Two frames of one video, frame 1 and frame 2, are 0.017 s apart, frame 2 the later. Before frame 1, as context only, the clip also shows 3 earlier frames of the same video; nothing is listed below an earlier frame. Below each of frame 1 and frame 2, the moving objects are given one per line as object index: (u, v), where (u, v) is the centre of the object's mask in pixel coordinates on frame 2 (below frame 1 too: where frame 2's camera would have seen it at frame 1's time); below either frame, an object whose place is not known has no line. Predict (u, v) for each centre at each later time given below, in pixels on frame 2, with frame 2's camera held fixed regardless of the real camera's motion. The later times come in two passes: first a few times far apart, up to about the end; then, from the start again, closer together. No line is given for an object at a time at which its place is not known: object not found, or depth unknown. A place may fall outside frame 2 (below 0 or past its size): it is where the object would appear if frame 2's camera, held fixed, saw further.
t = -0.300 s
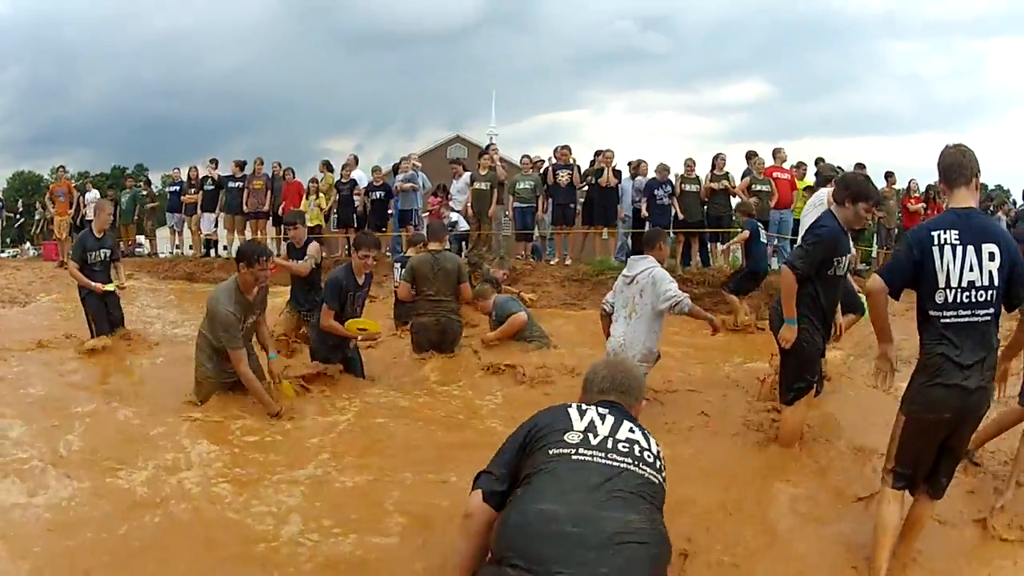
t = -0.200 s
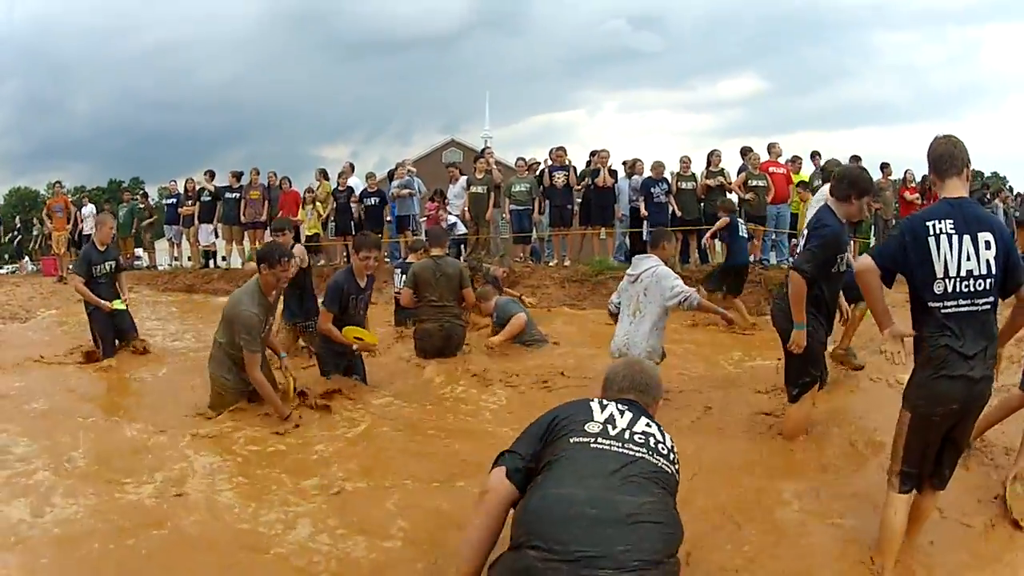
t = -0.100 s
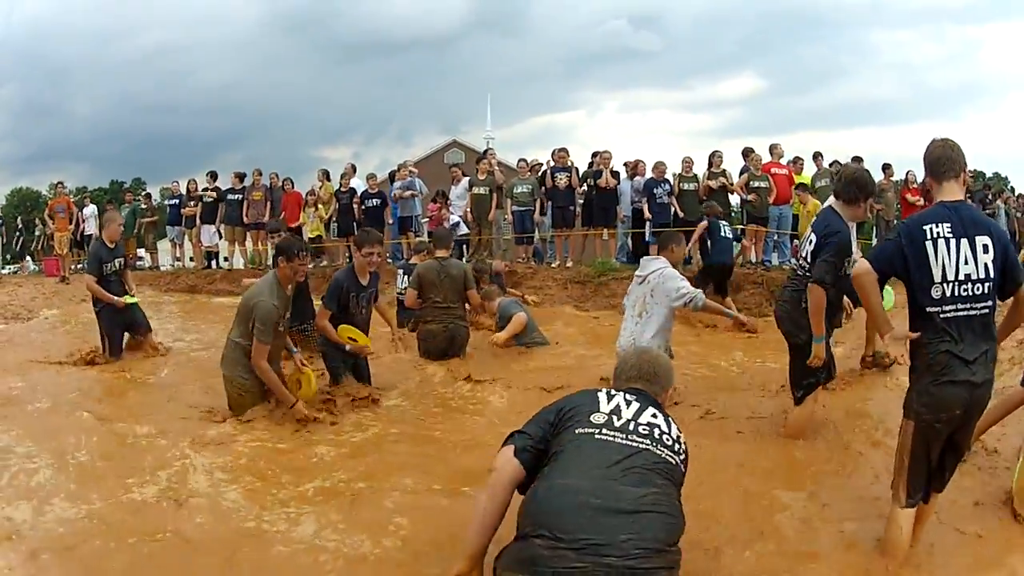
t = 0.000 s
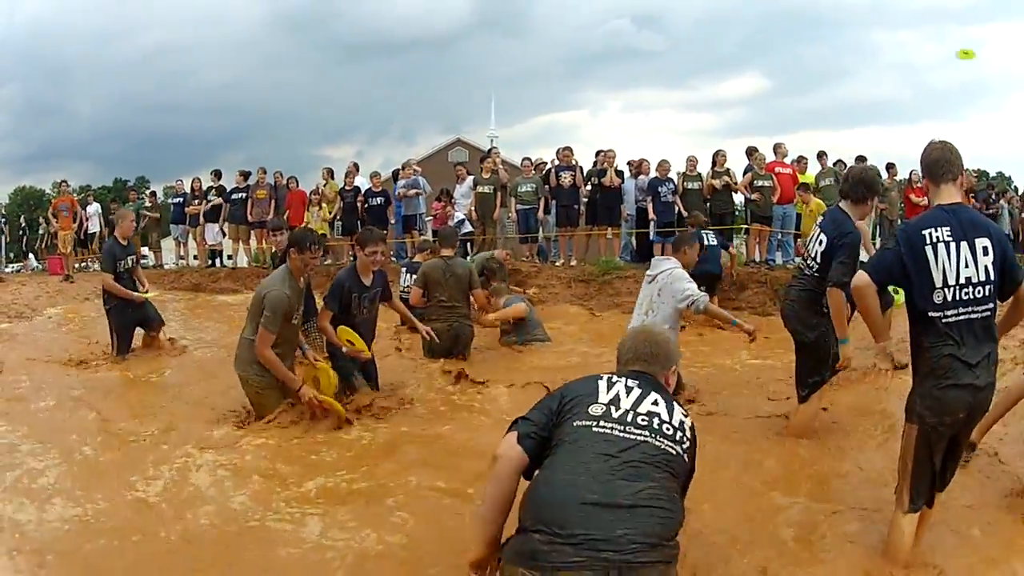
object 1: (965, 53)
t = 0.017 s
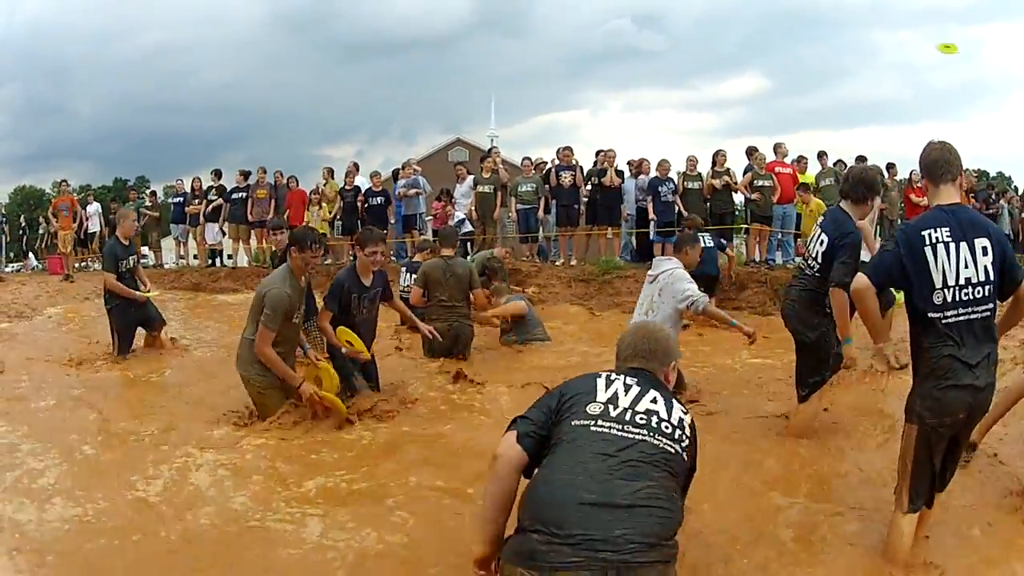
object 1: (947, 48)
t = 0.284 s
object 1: (604, 23)
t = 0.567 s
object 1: (365, 79)
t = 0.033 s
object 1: (927, 42)
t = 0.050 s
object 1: (908, 37)
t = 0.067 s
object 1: (887, 33)
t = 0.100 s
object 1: (844, 25)
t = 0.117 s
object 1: (822, 22)
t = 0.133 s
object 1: (800, 20)
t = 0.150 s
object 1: (778, 19)
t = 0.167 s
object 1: (756, 17)
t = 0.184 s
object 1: (733, 17)
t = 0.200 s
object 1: (711, 17)
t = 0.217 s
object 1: (689, 17)
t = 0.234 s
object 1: (667, 18)
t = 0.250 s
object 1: (645, 19)
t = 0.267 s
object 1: (625, 21)
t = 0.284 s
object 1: (604, 23)
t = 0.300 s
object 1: (584, 25)
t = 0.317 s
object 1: (566, 28)
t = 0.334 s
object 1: (548, 30)
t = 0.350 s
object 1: (530, 33)
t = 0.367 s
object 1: (513, 36)
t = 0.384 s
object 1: (497, 39)
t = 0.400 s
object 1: (481, 42)
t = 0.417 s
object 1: (467, 46)
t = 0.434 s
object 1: (454, 50)
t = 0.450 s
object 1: (440, 53)
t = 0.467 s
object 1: (427, 57)
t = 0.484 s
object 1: (415, 60)
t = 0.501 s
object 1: (403, 64)
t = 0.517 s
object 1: (393, 68)
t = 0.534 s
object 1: (383, 71)
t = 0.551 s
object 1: (374, 75)
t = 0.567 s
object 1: (365, 79)
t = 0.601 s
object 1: (348, 85)
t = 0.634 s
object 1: (333, 92)
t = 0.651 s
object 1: (326, 96)
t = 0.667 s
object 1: (320, 99)
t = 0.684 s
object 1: (314, 102)
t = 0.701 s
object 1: (309, 105)
